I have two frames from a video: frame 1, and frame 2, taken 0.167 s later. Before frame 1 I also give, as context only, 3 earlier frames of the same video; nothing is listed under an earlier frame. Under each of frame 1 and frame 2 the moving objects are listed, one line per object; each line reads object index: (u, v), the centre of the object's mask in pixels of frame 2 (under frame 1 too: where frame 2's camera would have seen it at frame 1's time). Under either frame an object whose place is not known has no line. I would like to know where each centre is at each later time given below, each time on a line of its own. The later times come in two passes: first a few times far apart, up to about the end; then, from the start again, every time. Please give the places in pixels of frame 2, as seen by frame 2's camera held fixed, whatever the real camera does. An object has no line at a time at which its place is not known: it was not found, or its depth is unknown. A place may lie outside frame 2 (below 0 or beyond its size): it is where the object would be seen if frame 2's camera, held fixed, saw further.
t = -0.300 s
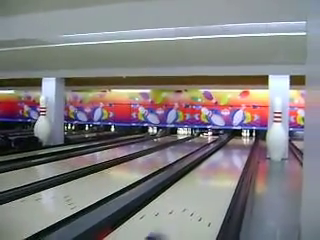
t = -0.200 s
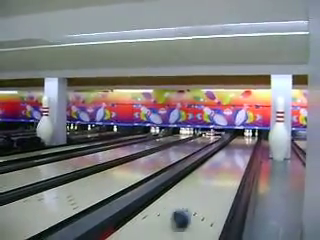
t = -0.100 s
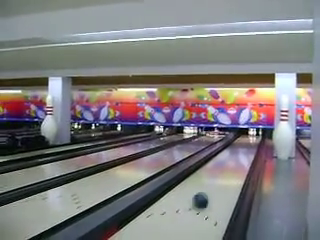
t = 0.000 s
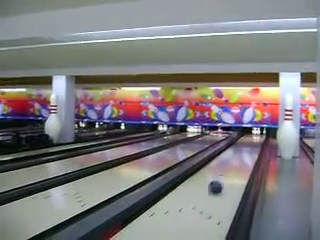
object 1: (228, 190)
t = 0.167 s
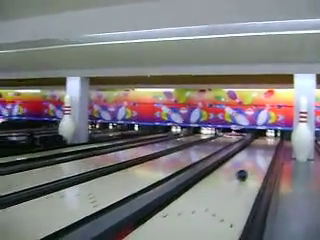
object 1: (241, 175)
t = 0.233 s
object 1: (246, 171)
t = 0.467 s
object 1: (255, 160)
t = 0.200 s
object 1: (244, 173)
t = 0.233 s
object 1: (246, 171)
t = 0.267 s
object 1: (248, 169)
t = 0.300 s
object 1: (249, 167)
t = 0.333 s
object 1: (251, 165)
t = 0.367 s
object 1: (252, 164)
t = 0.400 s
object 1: (253, 162)
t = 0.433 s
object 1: (254, 161)
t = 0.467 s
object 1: (255, 160)
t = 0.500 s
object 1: (256, 159)
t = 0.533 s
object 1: (257, 157)
